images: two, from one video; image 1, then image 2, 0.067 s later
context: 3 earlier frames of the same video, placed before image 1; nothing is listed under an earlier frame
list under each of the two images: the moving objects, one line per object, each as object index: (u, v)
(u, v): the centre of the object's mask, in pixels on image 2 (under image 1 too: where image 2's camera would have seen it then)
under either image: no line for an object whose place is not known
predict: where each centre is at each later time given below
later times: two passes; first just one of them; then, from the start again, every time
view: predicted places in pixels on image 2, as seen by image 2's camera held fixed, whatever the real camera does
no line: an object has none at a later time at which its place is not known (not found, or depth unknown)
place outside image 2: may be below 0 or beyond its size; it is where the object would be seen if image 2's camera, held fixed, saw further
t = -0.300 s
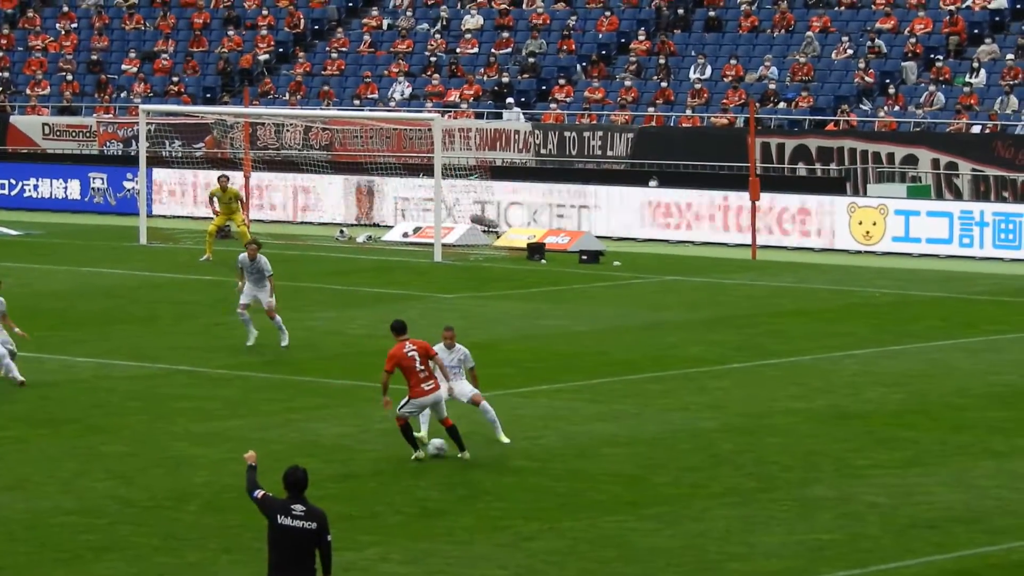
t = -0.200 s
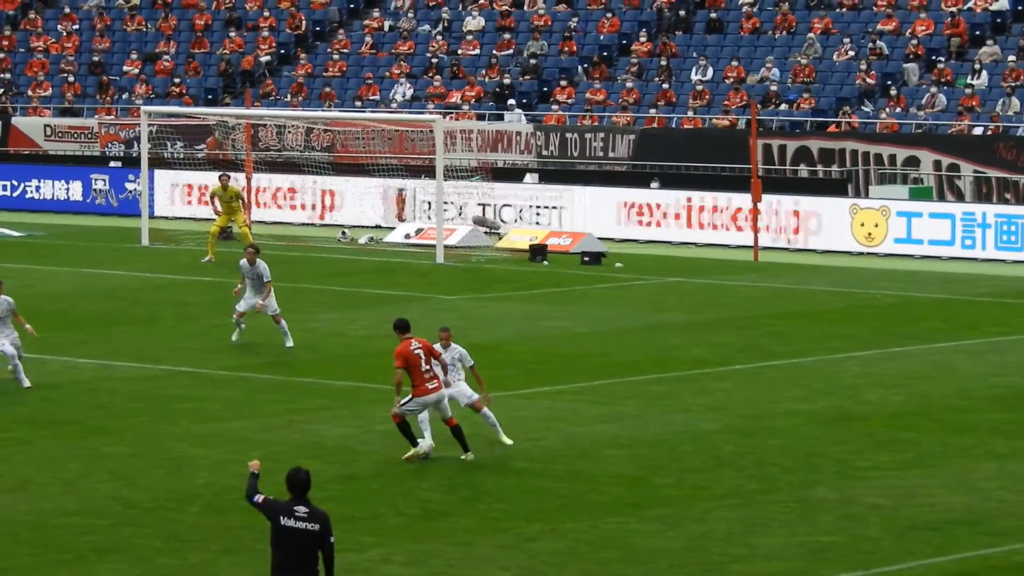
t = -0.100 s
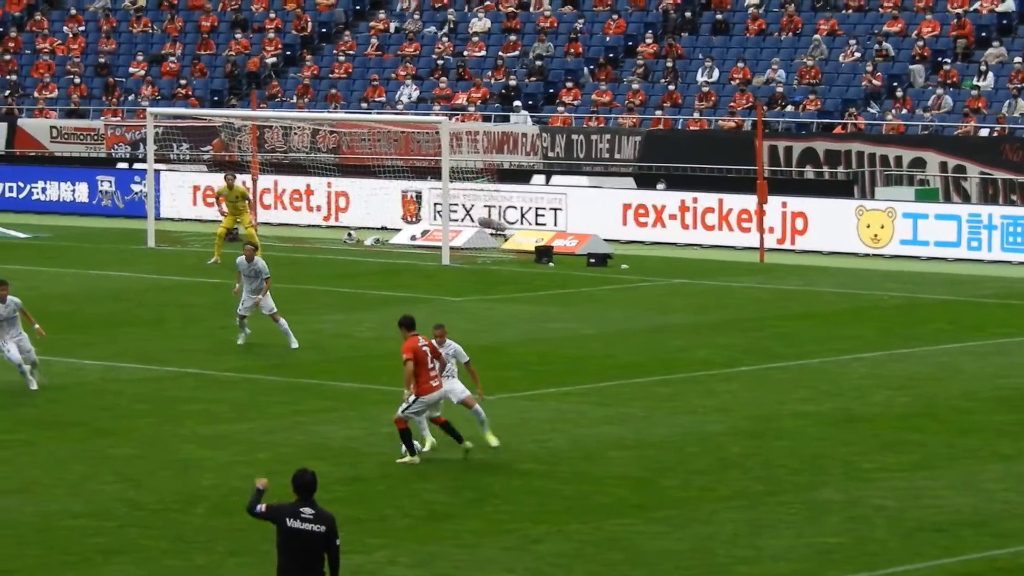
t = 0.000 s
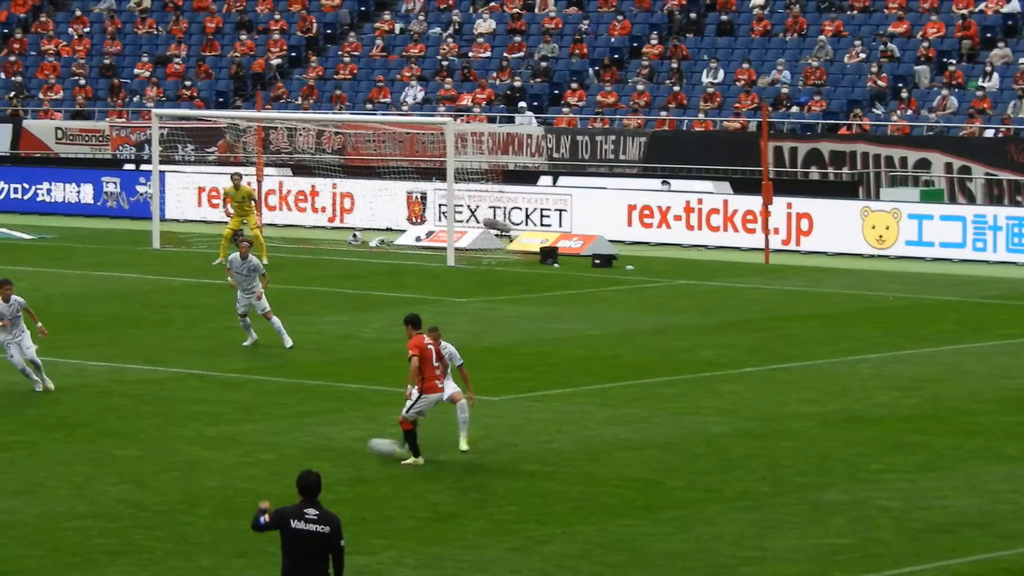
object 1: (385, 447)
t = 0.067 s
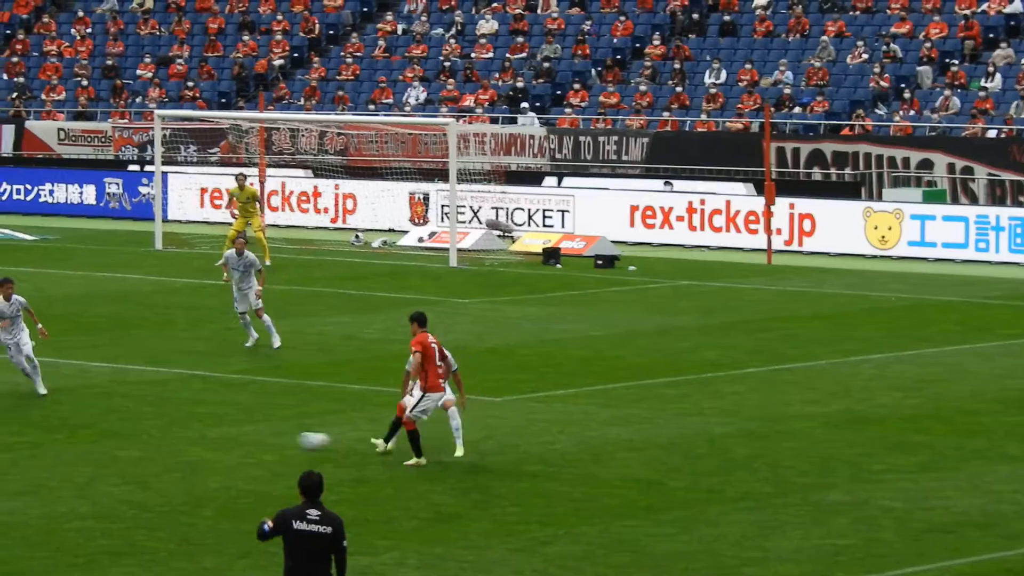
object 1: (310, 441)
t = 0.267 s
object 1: (94, 444)
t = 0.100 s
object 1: (275, 438)
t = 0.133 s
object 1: (235, 438)
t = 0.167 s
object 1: (200, 438)
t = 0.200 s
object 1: (163, 439)
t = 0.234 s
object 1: (129, 441)
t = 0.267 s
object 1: (94, 444)
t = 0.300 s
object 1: (58, 448)
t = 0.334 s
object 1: (23, 454)
